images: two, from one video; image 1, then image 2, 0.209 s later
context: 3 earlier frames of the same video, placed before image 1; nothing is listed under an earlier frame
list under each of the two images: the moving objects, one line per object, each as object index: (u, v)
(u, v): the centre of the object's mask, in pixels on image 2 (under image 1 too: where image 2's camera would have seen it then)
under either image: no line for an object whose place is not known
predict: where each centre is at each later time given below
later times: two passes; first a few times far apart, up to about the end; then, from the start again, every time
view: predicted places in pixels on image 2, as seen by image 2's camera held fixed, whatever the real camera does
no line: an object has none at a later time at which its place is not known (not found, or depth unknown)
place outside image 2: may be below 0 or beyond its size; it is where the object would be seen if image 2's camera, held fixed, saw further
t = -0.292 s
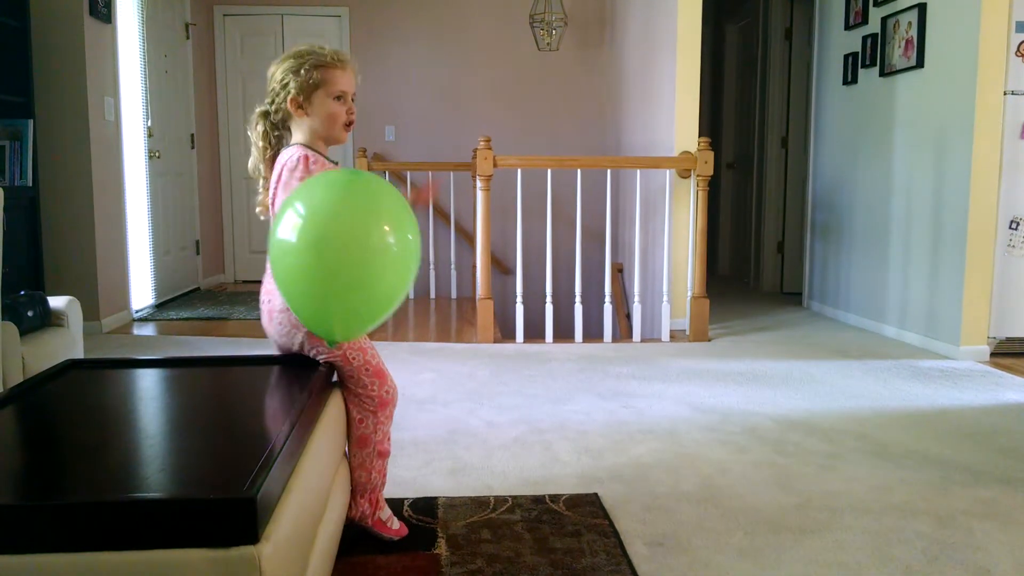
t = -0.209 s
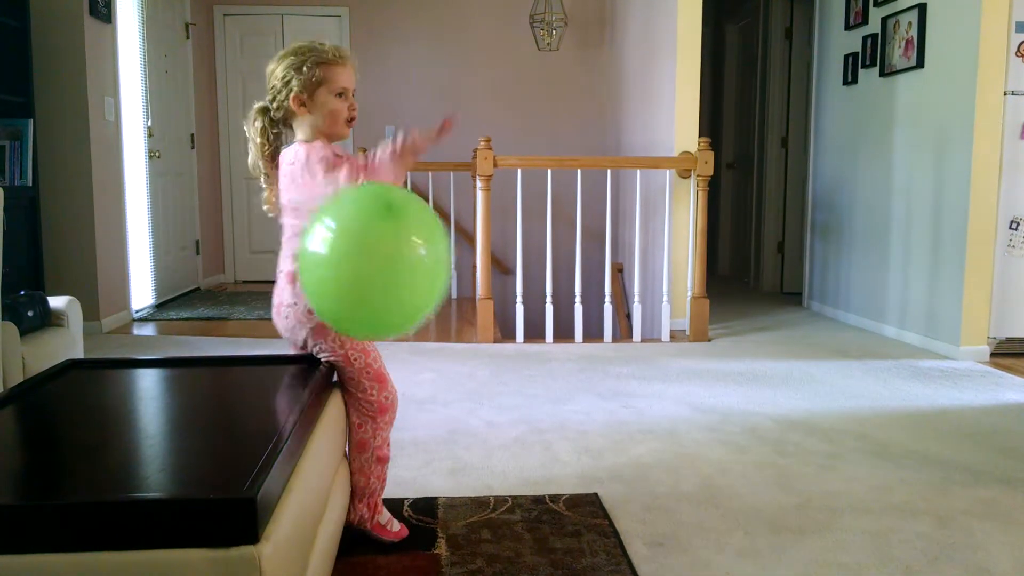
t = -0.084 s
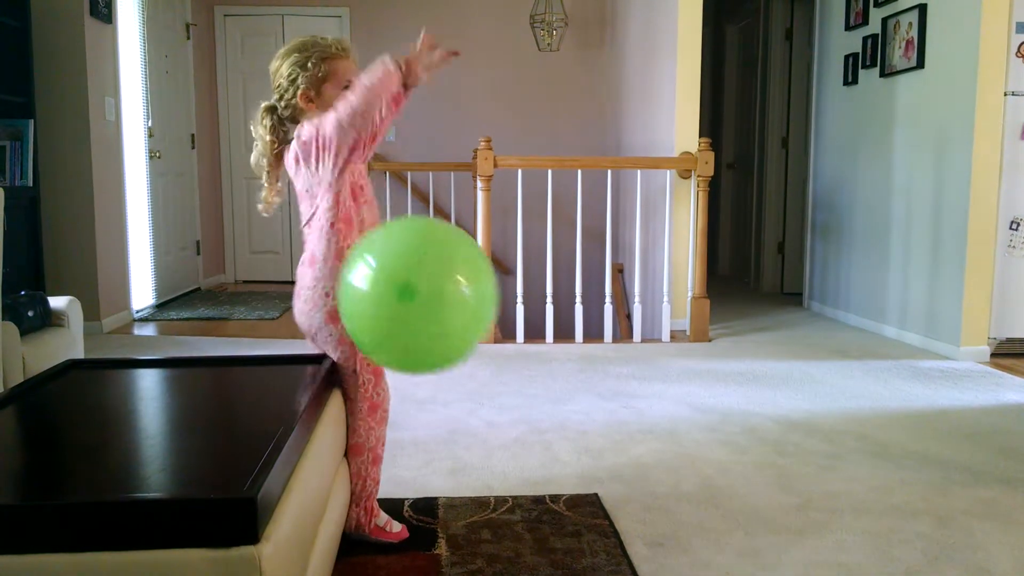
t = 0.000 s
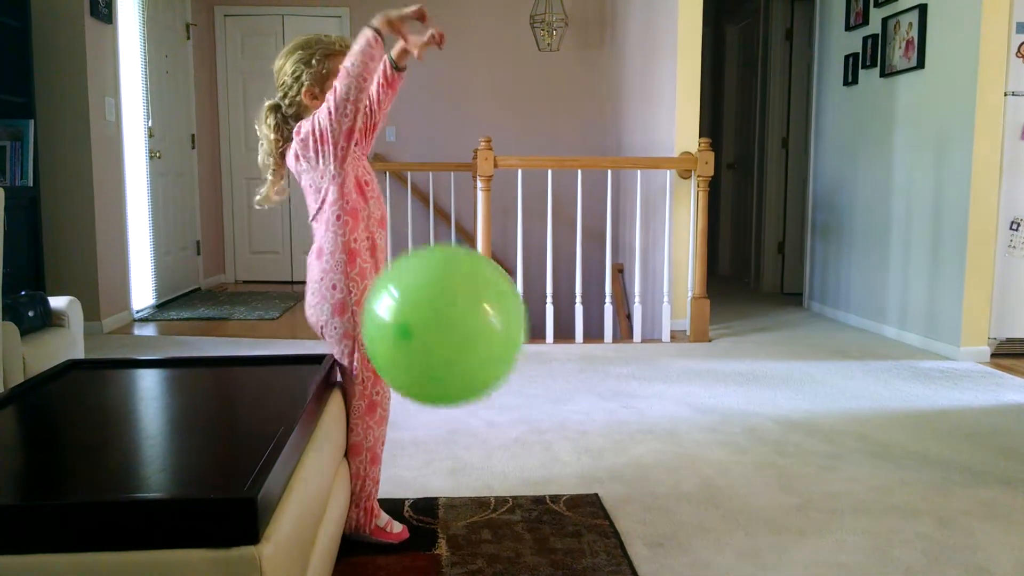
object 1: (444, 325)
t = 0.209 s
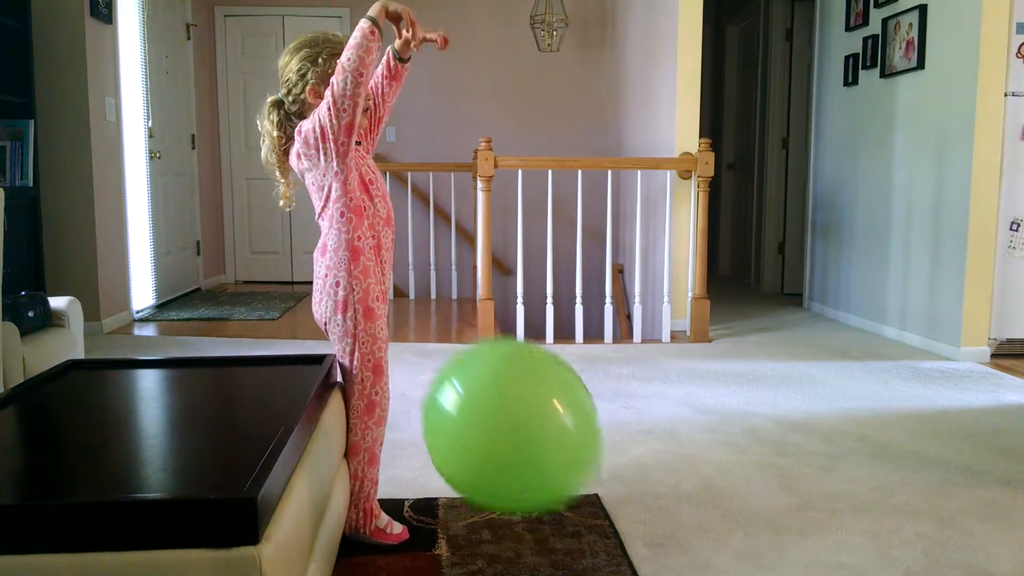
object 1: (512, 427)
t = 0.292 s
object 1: (539, 481)
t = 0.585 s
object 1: (593, 524)
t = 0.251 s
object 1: (525, 451)
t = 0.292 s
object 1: (539, 481)
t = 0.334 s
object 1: (549, 500)
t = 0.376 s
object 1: (561, 515)
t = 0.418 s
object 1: (571, 530)
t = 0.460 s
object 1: (579, 537)
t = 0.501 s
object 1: (583, 533)
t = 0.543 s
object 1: (588, 528)
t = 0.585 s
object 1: (593, 524)
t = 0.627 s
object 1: (598, 520)
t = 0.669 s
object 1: (604, 516)
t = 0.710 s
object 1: (610, 514)
